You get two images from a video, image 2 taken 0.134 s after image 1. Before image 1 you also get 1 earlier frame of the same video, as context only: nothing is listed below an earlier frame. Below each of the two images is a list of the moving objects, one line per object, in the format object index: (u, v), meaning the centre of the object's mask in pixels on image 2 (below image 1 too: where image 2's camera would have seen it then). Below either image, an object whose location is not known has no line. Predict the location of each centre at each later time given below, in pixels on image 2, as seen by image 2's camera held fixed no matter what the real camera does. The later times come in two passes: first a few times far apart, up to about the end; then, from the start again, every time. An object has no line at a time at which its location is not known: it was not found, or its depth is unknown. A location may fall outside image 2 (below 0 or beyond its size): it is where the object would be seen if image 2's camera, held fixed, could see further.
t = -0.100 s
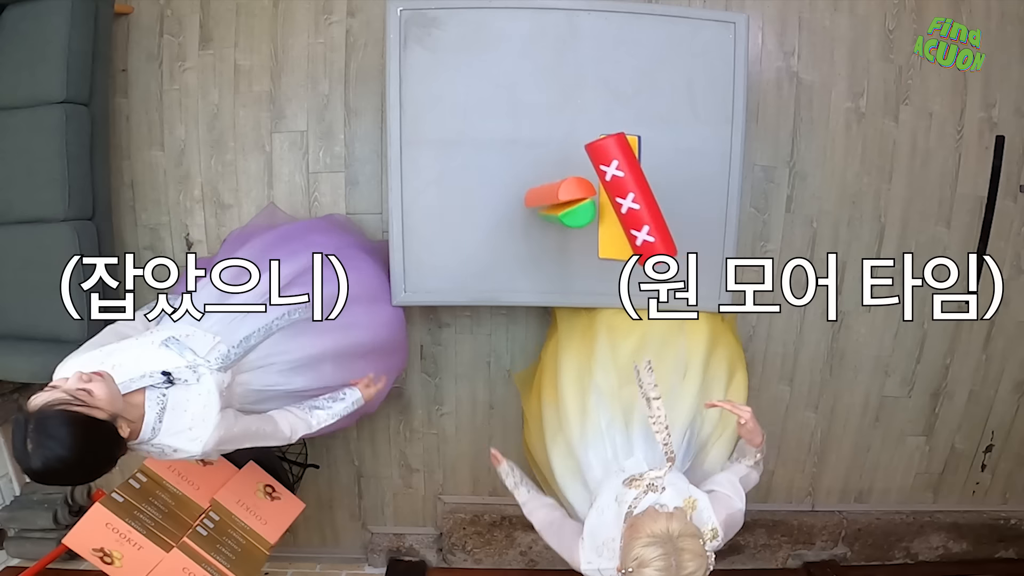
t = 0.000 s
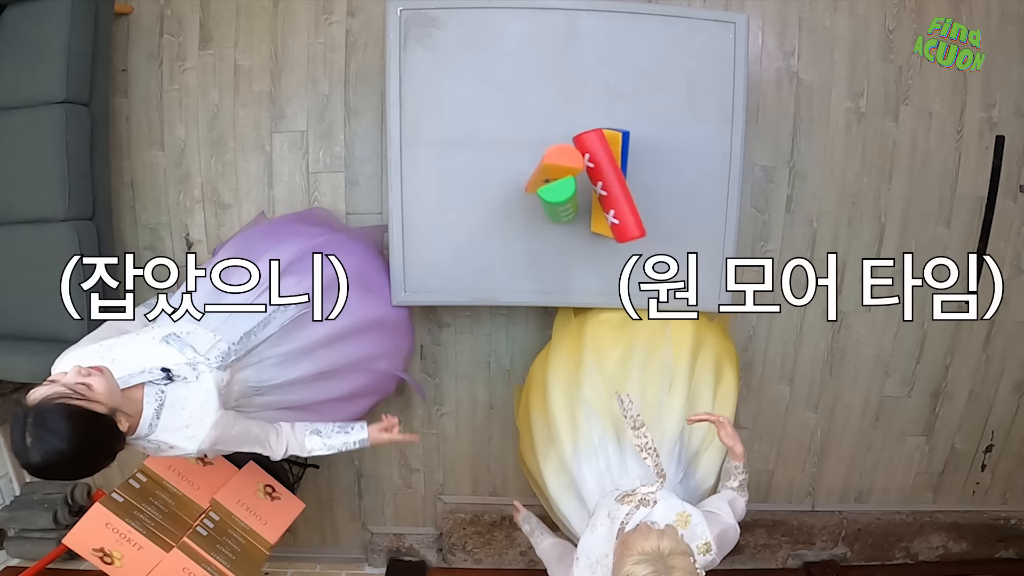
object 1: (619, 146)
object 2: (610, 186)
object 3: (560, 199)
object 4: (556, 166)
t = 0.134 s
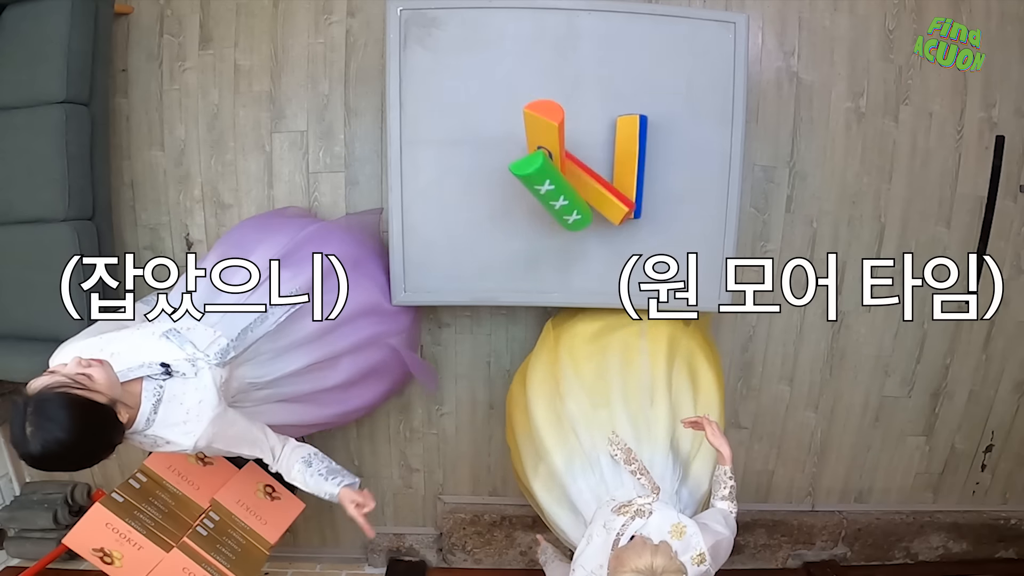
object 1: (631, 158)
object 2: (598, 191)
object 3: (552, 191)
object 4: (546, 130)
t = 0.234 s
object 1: (642, 157)
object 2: (591, 176)
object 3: (542, 195)
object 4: (543, 128)
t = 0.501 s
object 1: (661, 159)
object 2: (572, 177)
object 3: (510, 216)
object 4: (492, 128)
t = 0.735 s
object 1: (669, 160)
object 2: (566, 186)
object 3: (511, 227)
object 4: (474, 132)
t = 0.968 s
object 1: (663, 160)
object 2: (566, 186)
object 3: (511, 227)
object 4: (473, 132)
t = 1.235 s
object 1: (647, 158)
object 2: (566, 186)
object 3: (511, 227)
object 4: (474, 132)
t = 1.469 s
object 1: (652, 159)
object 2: (566, 186)
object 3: (511, 227)
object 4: (473, 132)
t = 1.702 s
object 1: (665, 160)
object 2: (566, 186)
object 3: (511, 227)
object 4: (474, 132)
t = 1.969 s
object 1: (664, 160)
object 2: (566, 186)
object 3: (511, 227)
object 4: (473, 132)
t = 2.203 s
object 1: (653, 159)
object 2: (566, 186)
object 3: (511, 227)
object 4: (473, 132)
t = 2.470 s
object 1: (650, 159)
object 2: (566, 186)
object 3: (511, 227)
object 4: (474, 132)
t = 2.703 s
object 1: (660, 159)
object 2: (566, 186)
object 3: (511, 227)
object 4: (474, 132)
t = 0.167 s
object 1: (635, 157)
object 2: (596, 185)
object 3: (550, 191)
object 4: (544, 125)
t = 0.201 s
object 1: (639, 157)
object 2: (593, 179)
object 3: (546, 193)
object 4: (544, 126)
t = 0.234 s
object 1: (642, 157)
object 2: (591, 176)
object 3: (542, 195)
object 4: (543, 128)
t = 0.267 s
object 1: (645, 158)
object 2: (589, 175)
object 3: (537, 198)
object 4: (539, 130)
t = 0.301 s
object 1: (647, 158)
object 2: (584, 174)
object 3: (534, 199)
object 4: (528, 130)
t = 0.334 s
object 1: (647, 158)
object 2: (578, 173)
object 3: (529, 202)
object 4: (518, 130)
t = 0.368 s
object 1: (649, 159)
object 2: (575, 173)
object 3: (525, 204)
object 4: (511, 133)
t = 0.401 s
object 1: (652, 159)
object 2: (574, 174)
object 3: (520, 207)
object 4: (506, 136)
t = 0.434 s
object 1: (655, 159)
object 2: (573, 175)
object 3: (516, 211)
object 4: (502, 134)
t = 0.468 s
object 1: (658, 159)
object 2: (572, 176)
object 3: (512, 214)
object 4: (496, 130)
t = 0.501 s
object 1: (661, 159)
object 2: (572, 177)
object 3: (510, 216)
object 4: (492, 128)
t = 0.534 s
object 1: (664, 160)
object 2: (571, 179)
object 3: (511, 219)
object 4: (487, 127)
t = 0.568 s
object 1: (665, 160)
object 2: (569, 181)
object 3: (511, 222)
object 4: (482, 128)
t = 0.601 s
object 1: (667, 160)
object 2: (568, 183)
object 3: (512, 225)
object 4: (479, 129)
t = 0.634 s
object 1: (668, 160)
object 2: (567, 185)
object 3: (512, 226)
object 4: (476, 130)
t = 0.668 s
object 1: (669, 160)
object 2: (566, 186)
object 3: (511, 227)
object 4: (474, 132)
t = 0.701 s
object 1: (669, 160)
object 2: (566, 186)
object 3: (511, 227)
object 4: (474, 132)
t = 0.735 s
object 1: (669, 160)
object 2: (566, 186)
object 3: (511, 227)
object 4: (474, 132)
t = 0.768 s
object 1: (669, 160)
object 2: (566, 186)
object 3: (511, 227)
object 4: (474, 132)
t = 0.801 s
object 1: (669, 160)
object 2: (566, 186)
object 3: (511, 227)
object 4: (474, 132)
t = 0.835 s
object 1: (668, 160)
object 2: (566, 186)
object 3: (511, 227)
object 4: (473, 132)
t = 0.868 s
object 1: (667, 160)
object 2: (566, 186)
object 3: (511, 227)
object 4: (473, 132)
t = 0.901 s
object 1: (666, 160)
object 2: (566, 186)
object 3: (511, 227)
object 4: (474, 132)
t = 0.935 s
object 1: (664, 160)
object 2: (566, 186)
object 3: (511, 227)
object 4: (474, 132)
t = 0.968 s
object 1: (663, 160)
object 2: (566, 186)
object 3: (511, 227)
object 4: (473, 132)
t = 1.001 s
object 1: (660, 160)
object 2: (566, 186)
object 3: (511, 227)
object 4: (473, 132)
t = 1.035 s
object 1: (658, 159)
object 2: (566, 186)
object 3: (511, 227)
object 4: (473, 132)
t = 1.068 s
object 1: (655, 159)
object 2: (566, 186)
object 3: (511, 227)
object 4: (474, 132)
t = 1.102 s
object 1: (652, 159)
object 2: (566, 186)
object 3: (511, 227)
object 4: (473, 132)
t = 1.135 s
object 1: (650, 159)
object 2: (566, 186)
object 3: (511, 227)
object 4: (473, 132)
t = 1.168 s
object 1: (648, 159)
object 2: (566, 186)
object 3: (511, 227)
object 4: (473, 132)
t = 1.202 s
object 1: (647, 158)
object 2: (566, 186)
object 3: (511, 227)
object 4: (474, 132)
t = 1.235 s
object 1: (647, 158)
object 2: (566, 186)
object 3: (511, 227)
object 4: (474, 132)
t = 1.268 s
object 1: (647, 158)
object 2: (566, 186)
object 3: (511, 227)
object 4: (473, 132)
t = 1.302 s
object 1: (647, 158)
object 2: (566, 186)
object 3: (511, 227)
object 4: (473, 132)
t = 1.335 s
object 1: (647, 158)
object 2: (566, 186)
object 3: (511, 227)
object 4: (474, 132)
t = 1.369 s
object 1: (648, 159)
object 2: (566, 186)
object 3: (511, 227)
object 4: (474, 132)
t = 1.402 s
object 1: (649, 159)
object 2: (566, 186)
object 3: (511, 227)
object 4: (473, 132)
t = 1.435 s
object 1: (650, 159)
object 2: (566, 186)
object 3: (511, 227)
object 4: (473, 132)
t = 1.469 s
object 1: (652, 159)
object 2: (566, 186)
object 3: (511, 227)
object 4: (473, 132)
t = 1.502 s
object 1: (655, 159)
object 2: (566, 186)
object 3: (511, 227)
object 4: (473, 132)
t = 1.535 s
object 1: (657, 159)
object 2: (566, 186)
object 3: (511, 227)
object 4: (474, 132)
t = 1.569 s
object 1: (659, 159)
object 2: (566, 186)
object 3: (511, 227)
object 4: (473, 132)
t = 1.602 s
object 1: (661, 159)
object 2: (566, 186)
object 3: (511, 227)
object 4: (473, 132)
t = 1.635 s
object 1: (663, 160)
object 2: (566, 186)
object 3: (511, 227)
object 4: (473, 132)
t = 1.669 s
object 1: (664, 160)
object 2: (566, 186)
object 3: (511, 227)
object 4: (474, 132)
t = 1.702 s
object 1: (665, 160)
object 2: (566, 186)
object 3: (511, 227)
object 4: (474, 132)
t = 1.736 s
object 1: (666, 160)
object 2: (566, 186)
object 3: (511, 227)
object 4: (473, 132)
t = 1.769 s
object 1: (666, 160)
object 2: (566, 186)
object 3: (511, 227)
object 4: (474, 132)
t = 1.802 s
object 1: (667, 160)
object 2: (566, 186)
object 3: (511, 227)
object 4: (473, 132)
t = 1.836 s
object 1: (667, 160)
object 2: (566, 186)
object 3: (511, 227)
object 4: (473, 132)
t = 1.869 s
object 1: (666, 160)
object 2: (566, 186)
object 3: (511, 227)
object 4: (473, 132)
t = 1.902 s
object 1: (666, 160)
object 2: (566, 186)
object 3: (511, 227)
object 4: (474, 132)
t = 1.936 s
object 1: (665, 160)
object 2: (566, 186)
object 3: (511, 227)
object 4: (473, 132)
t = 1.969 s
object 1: (664, 160)
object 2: (566, 186)
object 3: (511, 227)
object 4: (473, 132)
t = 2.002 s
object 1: (663, 160)
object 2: (566, 186)
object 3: (511, 227)
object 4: (473, 132)
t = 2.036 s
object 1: (662, 160)
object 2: (566, 186)
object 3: (511, 227)
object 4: (474, 132)
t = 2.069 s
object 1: (660, 160)
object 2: (566, 186)
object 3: (511, 227)
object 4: (473, 132)
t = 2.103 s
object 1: (658, 159)
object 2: (566, 186)
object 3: (511, 227)
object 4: (473, 132)
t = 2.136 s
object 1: (657, 159)
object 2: (566, 186)
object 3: (511, 227)
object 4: (474, 132)
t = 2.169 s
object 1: (655, 159)
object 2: (566, 186)
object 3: (511, 227)
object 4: (474, 132)
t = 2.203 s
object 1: (653, 159)
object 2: (566, 186)
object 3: (511, 227)
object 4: (473, 132)
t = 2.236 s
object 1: (651, 159)
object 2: (566, 186)
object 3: (511, 227)
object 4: (473, 132)
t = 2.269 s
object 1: (650, 159)
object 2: (566, 186)
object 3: (511, 227)
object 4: (473, 132)
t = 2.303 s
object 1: (650, 159)
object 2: (566, 186)
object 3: (511, 227)
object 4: (474, 132)
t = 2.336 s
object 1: (649, 159)
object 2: (566, 186)
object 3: (511, 227)
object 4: (474, 132)
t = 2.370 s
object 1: (649, 159)
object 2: (566, 186)
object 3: (511, 227)
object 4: (473, 132)
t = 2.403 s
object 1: (649, 159)
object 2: (566, 186)
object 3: (511, 227)
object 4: (473, 132)
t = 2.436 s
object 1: (650, 159)
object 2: (566, 186)
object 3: (511, 227)
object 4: (474, 132)
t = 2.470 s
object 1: (650, 159)
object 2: (566, 186)
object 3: (511, 227)
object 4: (474, 132)
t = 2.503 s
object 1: (651, 159)
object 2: (566, 186)
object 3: (511, 227)
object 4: (474, 132)
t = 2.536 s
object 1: (652, 159)
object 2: (566, 186)
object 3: (511, 227)
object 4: (474, 132)
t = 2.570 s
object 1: (654, 159)
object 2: (566, 186)
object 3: (511, 227)
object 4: (473, 132)
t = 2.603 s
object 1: (655, 159)
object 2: (566, 186)
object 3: (511, 227)
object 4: (474, 132)
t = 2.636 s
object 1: (657, 159)
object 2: (566, 186)
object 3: (511, 227)
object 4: (473, 132)
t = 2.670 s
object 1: (659, 159)
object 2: (566, 186)
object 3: (511, 227)
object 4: (474, 132)
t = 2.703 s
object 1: (660, 159)
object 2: (566, 186)
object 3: (511, 227)
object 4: (474, 132)
